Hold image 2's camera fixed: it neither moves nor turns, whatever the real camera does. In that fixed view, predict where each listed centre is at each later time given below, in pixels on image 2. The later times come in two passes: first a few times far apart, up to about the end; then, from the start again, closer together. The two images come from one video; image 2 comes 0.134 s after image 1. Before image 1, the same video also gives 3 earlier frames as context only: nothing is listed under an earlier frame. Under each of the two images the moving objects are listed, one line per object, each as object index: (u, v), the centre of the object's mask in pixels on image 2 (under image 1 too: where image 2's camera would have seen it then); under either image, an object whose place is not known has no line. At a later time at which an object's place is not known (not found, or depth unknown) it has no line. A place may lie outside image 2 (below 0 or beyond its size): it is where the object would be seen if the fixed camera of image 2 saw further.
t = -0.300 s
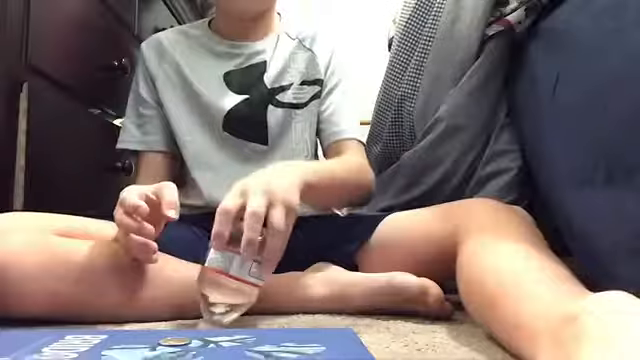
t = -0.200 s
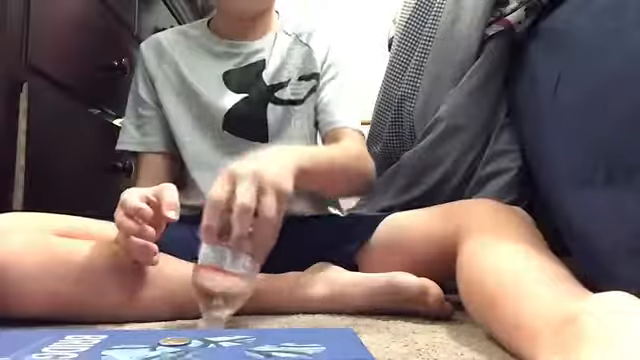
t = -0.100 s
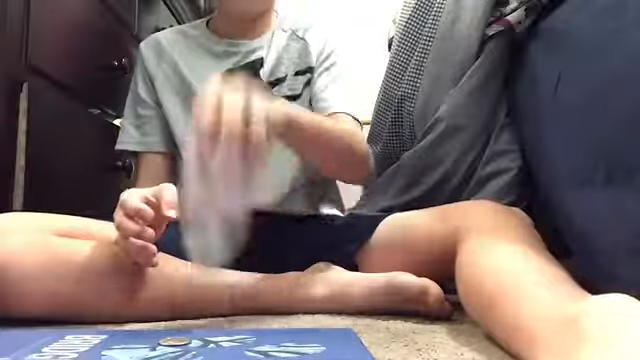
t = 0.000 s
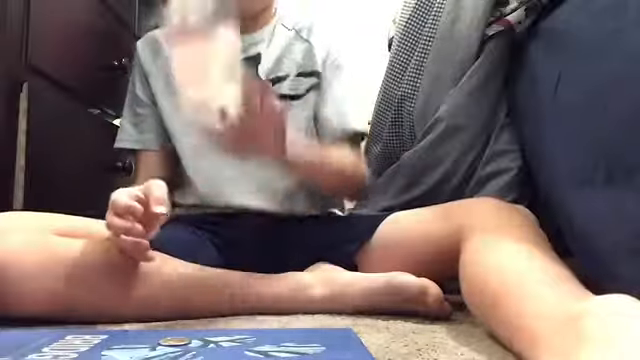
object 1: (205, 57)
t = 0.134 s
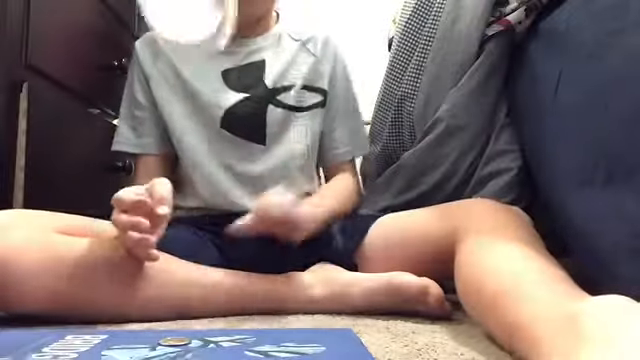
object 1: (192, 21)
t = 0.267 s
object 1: (177, 162)
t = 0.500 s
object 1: (130, 313)
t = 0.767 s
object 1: (123, 315)
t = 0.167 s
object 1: (188, 37)
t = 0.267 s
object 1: (177, 162)
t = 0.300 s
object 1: (169, 234)
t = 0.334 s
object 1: (169, 254)
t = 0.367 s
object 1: (165, 255)
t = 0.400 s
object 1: (159, 258)
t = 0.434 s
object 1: (150, 267)
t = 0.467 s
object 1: (140, 302)
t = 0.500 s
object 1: (130, 313)
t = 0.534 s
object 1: (119, 313)
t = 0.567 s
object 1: (116, 314)
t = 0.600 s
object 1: (120, 315)
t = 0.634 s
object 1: (123, 315)
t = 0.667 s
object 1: (125, 315)
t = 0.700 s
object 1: (125, 315)
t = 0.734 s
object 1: (124, 315)
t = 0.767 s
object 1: (123, 315)
